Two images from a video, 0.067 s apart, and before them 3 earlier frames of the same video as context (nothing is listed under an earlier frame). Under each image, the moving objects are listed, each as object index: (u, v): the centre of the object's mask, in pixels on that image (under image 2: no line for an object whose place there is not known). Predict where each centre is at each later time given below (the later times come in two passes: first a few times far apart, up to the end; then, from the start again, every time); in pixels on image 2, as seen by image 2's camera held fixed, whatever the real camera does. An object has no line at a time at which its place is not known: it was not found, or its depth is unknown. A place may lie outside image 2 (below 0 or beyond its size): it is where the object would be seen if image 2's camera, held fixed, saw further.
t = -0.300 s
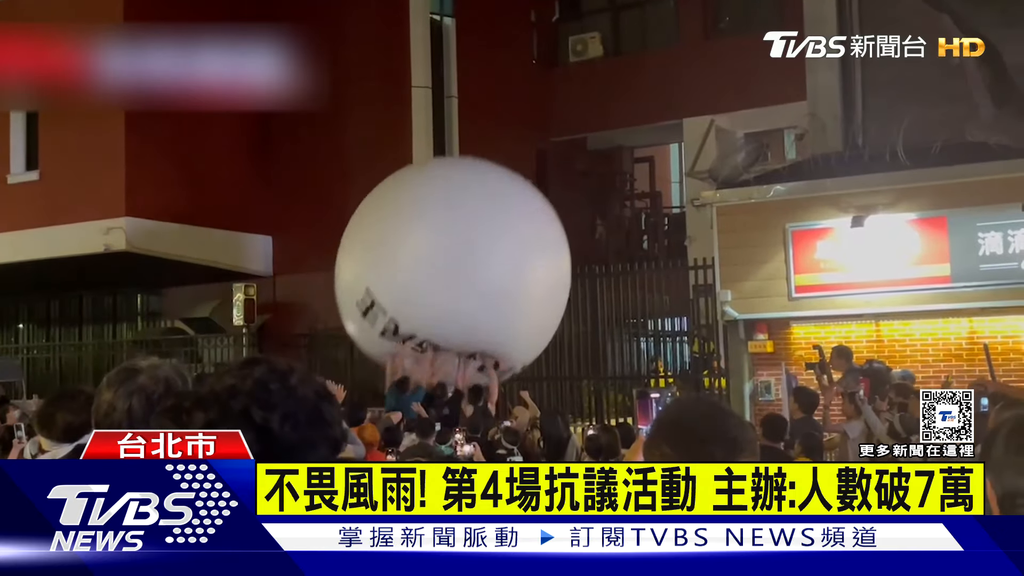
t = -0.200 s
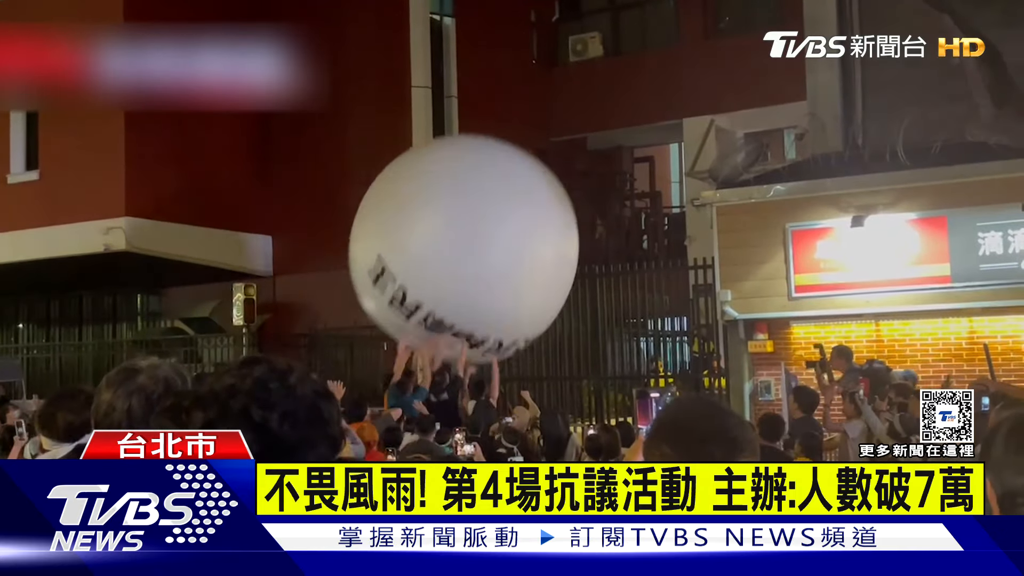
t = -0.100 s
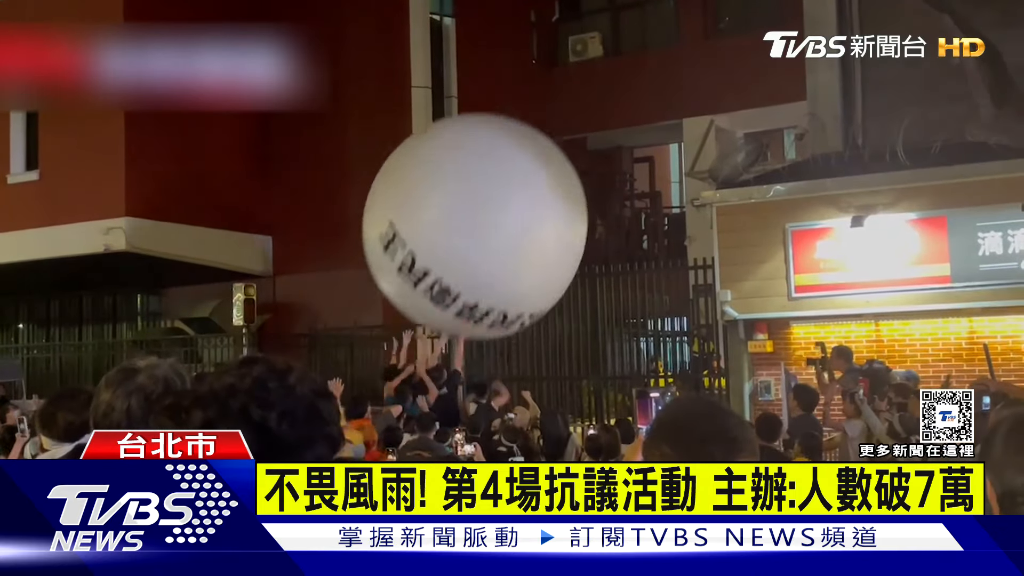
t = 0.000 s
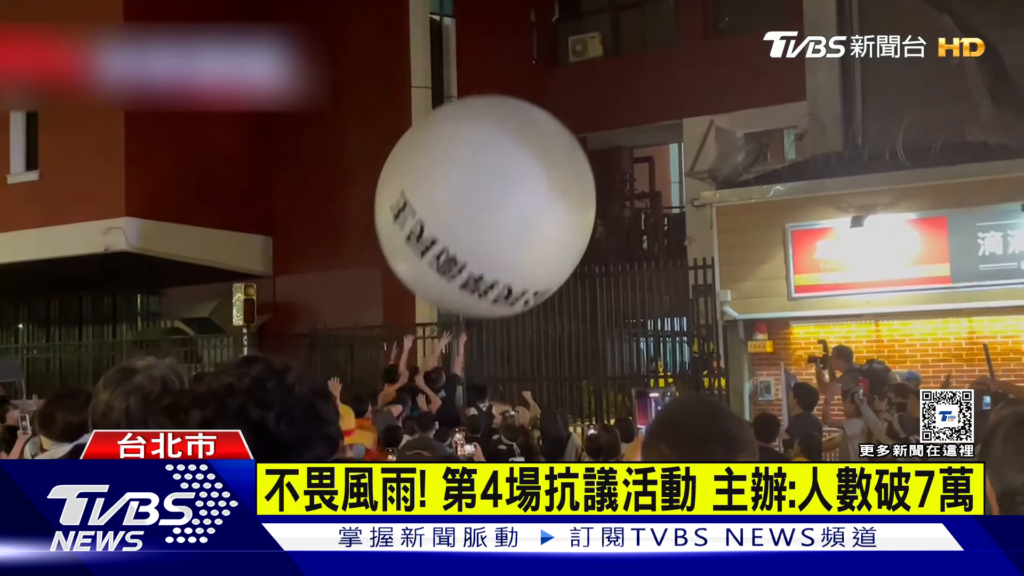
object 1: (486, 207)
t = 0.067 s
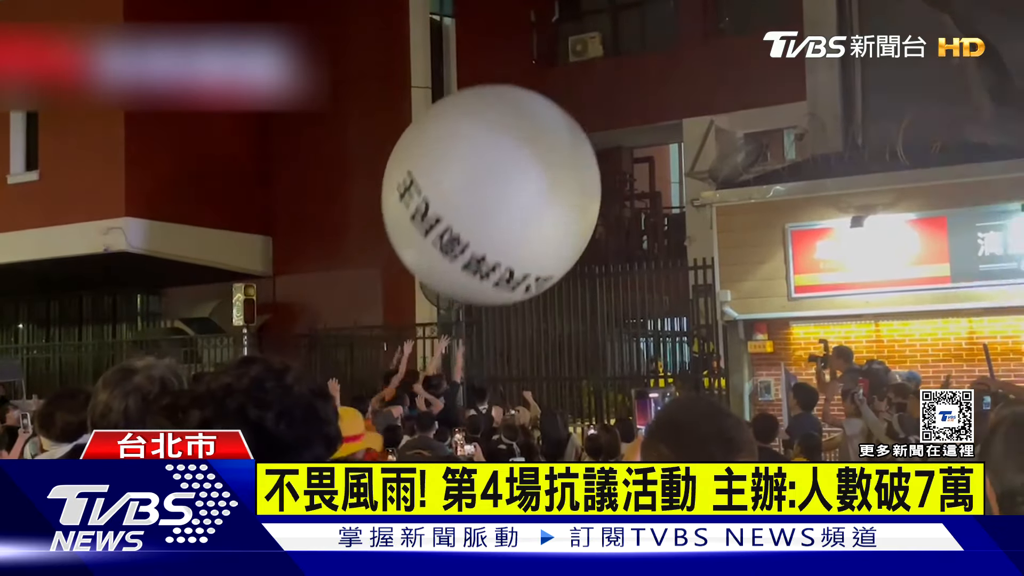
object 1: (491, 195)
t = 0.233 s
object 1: (504, 170)
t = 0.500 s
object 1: (522, 144)
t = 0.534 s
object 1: (523, 142)
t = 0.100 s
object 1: (494, 190)
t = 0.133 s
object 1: (497, 184)
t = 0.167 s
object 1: (499, 179)
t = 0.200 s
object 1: (501, 174)
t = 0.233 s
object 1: (504, 170)
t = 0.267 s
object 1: (506, 166)
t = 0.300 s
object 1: (509, 162)
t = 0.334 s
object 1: (511, 158)
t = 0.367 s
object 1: (513, 154)
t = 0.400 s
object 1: (515, 151)
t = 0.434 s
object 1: (517, 149)
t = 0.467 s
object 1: (519, 146)
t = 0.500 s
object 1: (522, 144)
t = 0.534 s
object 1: (523, 142)
